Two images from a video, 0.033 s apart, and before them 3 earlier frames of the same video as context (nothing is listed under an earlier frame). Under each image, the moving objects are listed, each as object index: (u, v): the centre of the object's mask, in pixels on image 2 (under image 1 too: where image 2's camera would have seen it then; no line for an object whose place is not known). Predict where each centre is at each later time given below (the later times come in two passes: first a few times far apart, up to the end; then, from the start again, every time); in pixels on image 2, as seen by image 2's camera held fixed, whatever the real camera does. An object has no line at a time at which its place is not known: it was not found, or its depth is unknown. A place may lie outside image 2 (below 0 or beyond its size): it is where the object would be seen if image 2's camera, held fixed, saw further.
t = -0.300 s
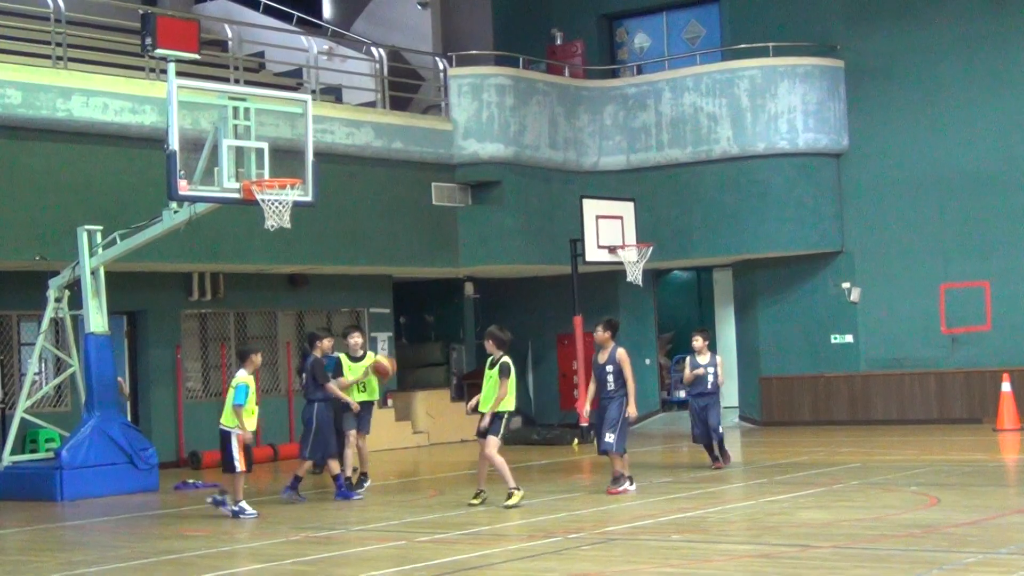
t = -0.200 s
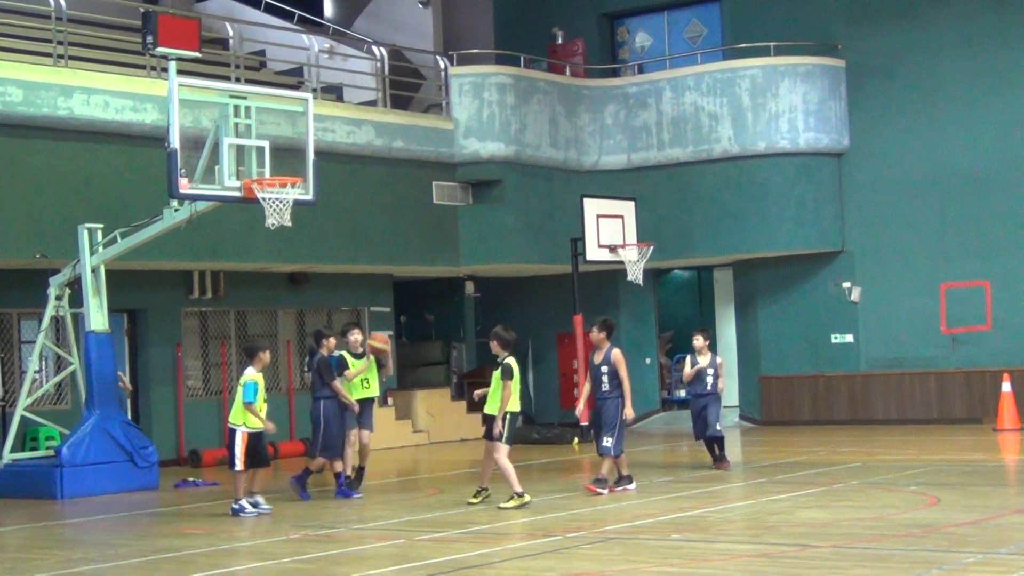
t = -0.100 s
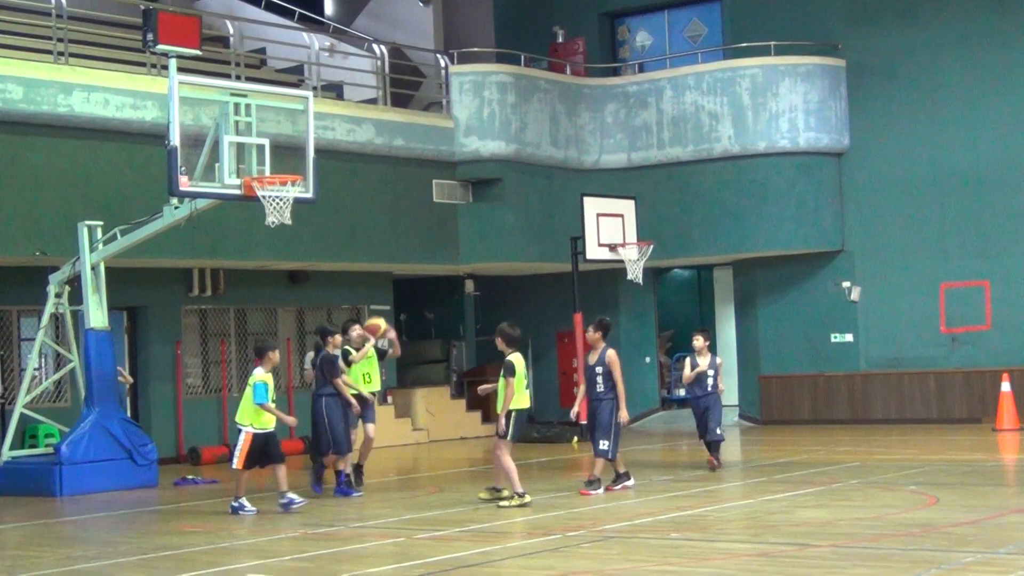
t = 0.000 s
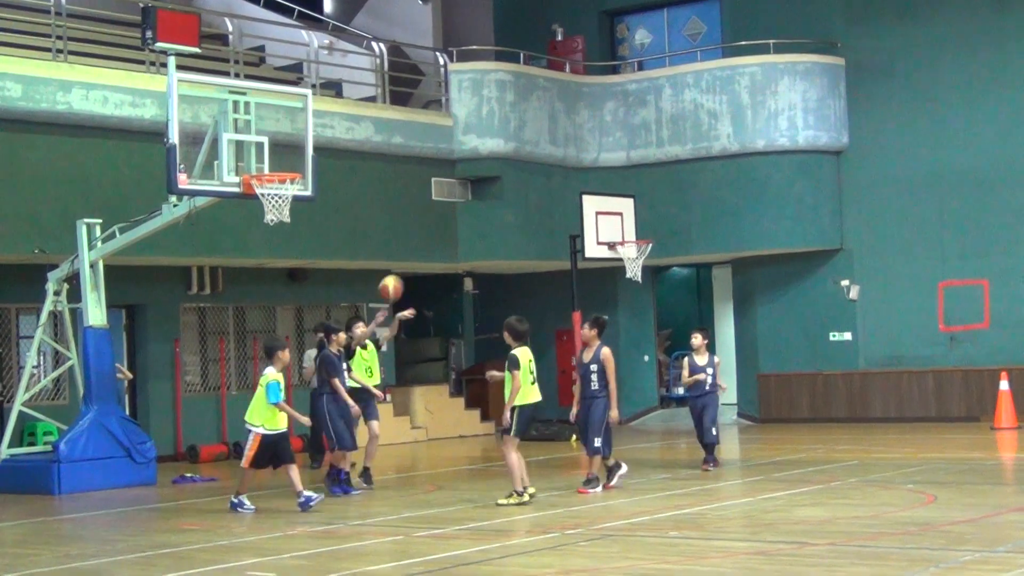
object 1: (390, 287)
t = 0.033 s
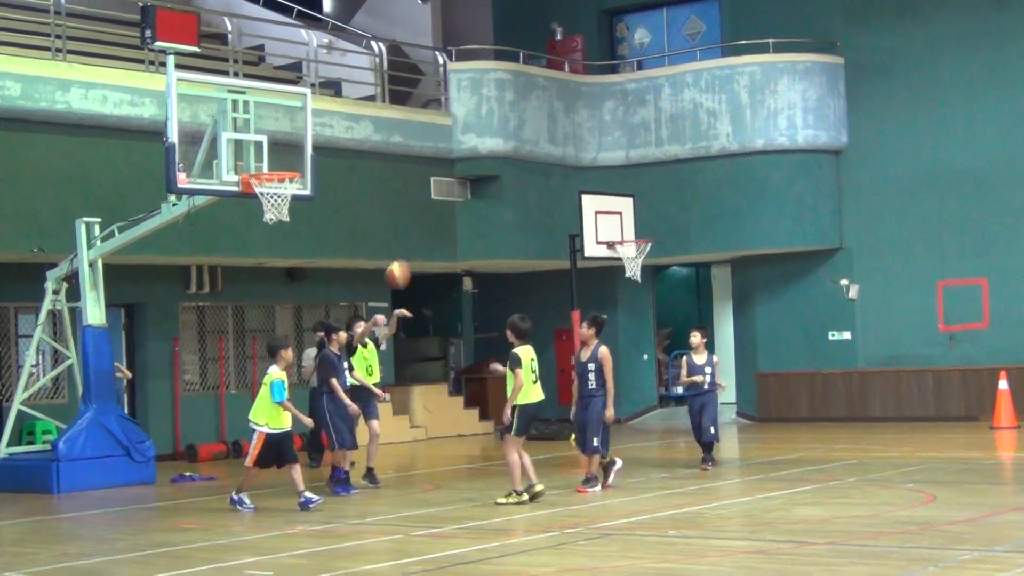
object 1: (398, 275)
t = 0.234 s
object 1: (450, 217)
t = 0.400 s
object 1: (498, 200)
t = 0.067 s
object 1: (406, 263)
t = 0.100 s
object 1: (415, 251)
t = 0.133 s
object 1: (424, 241)
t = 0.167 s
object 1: (432, 232)
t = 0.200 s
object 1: (441, 224)
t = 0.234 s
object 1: (450, 217)
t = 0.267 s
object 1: (459, 212)
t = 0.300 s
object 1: (469, 207)
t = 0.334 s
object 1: (479, 204)
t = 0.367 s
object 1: (488, 201)
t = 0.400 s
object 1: (498, 200)
